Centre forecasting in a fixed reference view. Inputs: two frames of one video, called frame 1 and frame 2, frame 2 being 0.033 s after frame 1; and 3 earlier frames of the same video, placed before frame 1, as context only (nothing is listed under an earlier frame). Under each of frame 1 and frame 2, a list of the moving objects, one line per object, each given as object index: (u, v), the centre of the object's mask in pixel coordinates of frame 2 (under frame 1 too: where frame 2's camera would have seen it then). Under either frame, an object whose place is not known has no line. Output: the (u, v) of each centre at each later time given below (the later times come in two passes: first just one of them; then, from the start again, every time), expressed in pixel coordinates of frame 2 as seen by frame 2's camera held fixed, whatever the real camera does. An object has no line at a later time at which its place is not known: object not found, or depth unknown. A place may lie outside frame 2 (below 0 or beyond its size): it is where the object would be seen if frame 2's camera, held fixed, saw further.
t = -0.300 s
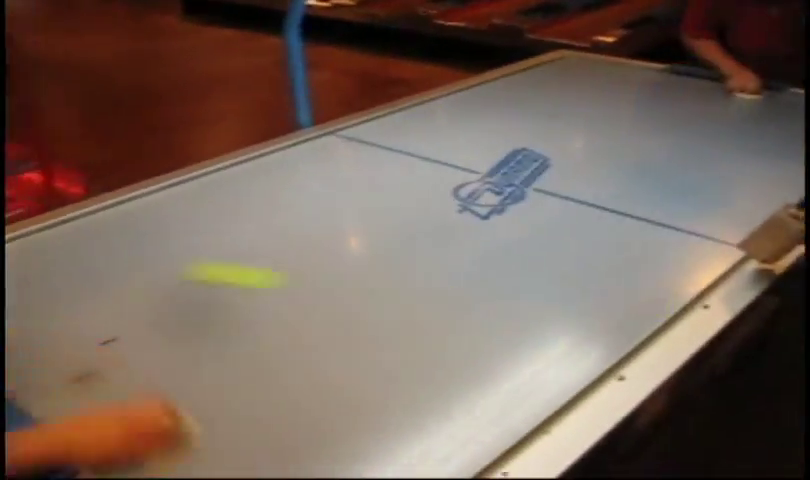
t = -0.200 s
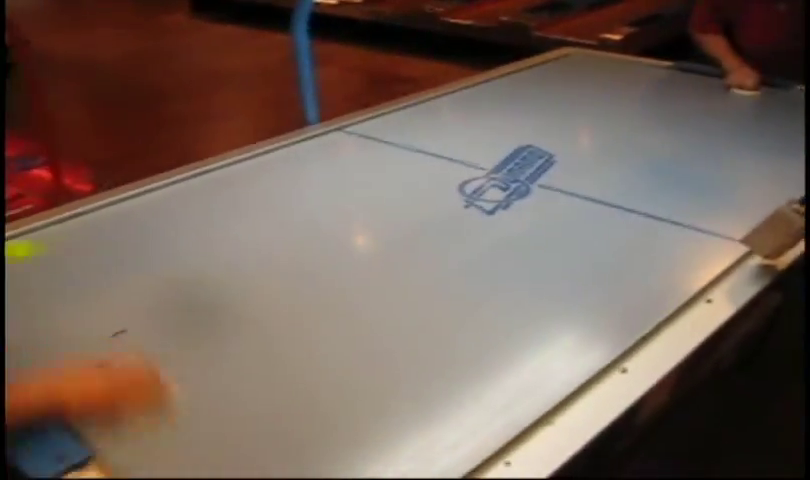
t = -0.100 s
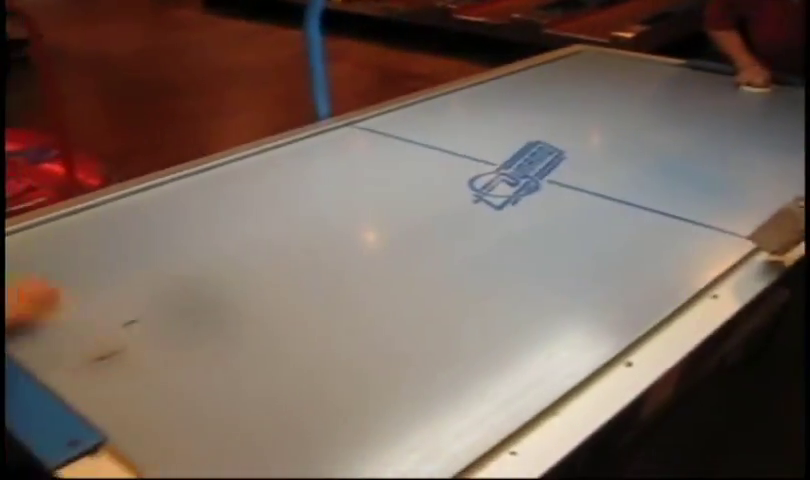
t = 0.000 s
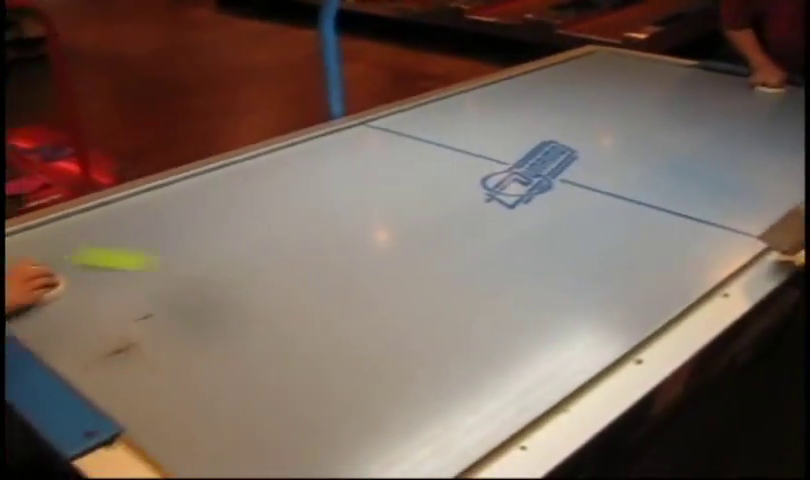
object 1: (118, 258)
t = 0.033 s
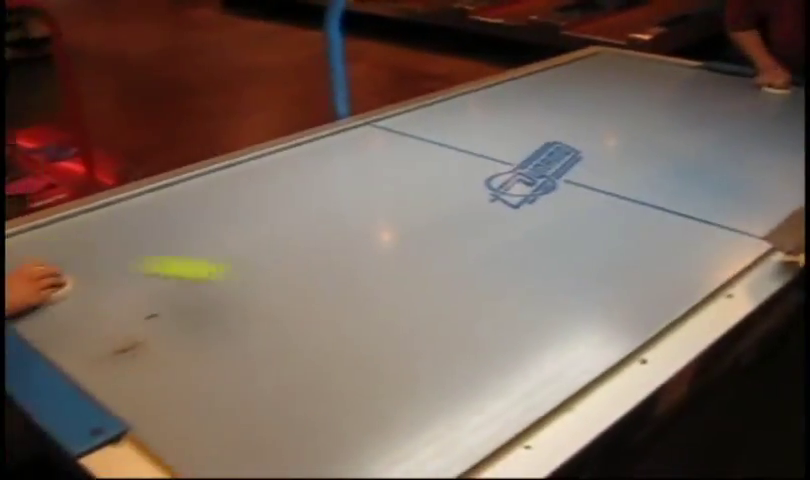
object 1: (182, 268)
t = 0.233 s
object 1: (608, 317)
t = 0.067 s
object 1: (253, 278)
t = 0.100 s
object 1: (326, 289)
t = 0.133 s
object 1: (405, 300)
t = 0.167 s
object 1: (485, 311)
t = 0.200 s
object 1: (570, 324)
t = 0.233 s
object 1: (608, 317)
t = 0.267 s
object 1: (574, 289)
